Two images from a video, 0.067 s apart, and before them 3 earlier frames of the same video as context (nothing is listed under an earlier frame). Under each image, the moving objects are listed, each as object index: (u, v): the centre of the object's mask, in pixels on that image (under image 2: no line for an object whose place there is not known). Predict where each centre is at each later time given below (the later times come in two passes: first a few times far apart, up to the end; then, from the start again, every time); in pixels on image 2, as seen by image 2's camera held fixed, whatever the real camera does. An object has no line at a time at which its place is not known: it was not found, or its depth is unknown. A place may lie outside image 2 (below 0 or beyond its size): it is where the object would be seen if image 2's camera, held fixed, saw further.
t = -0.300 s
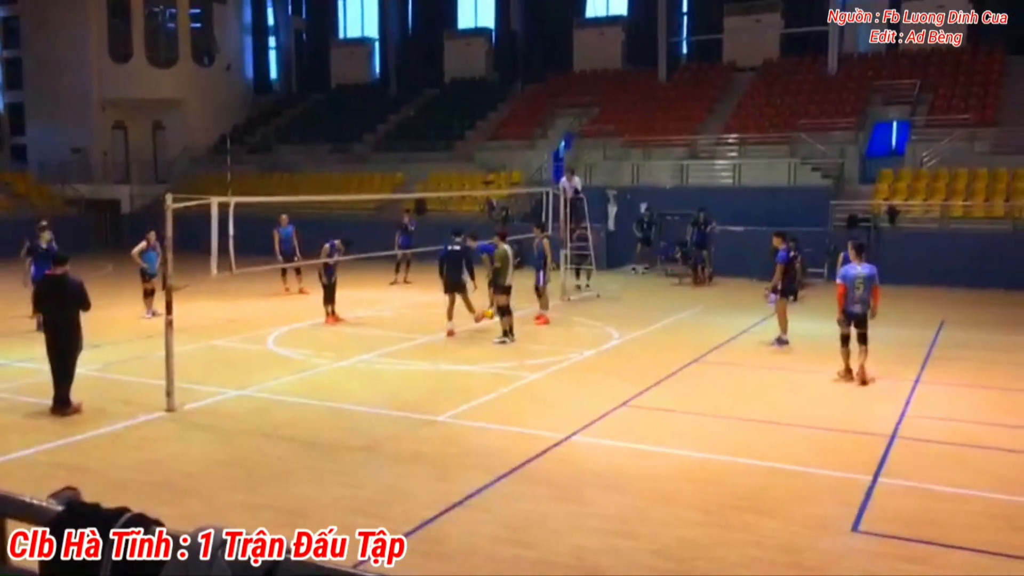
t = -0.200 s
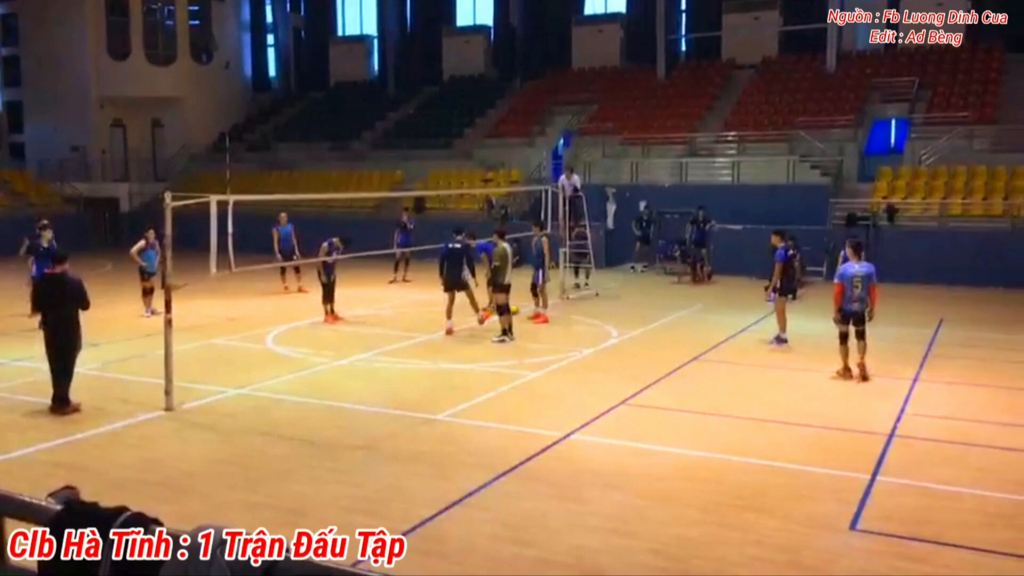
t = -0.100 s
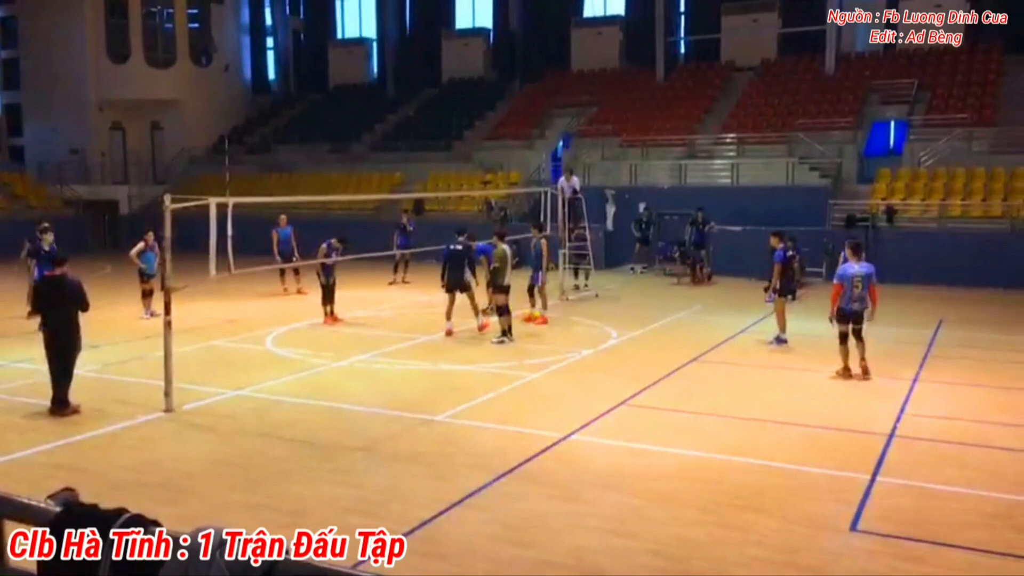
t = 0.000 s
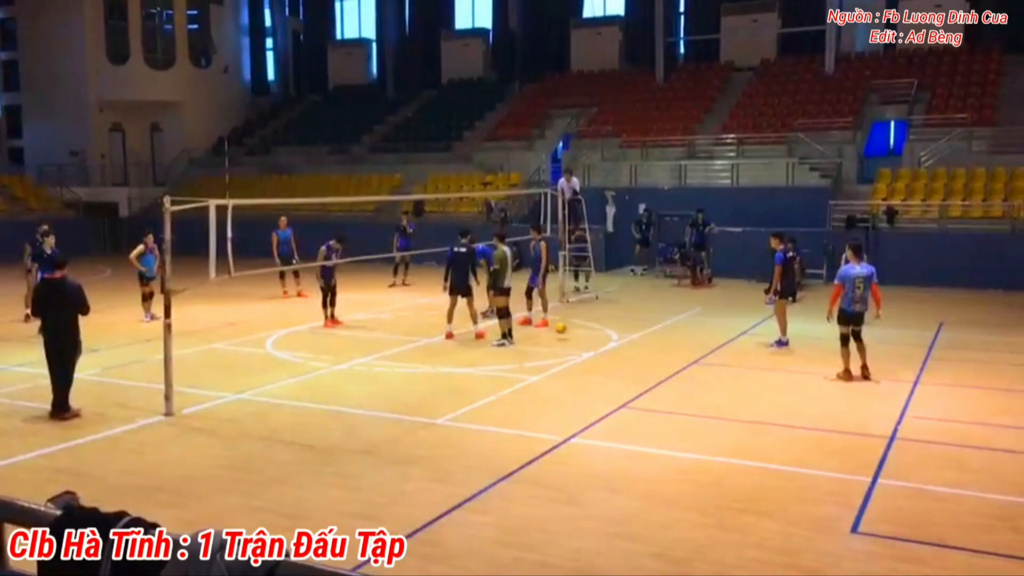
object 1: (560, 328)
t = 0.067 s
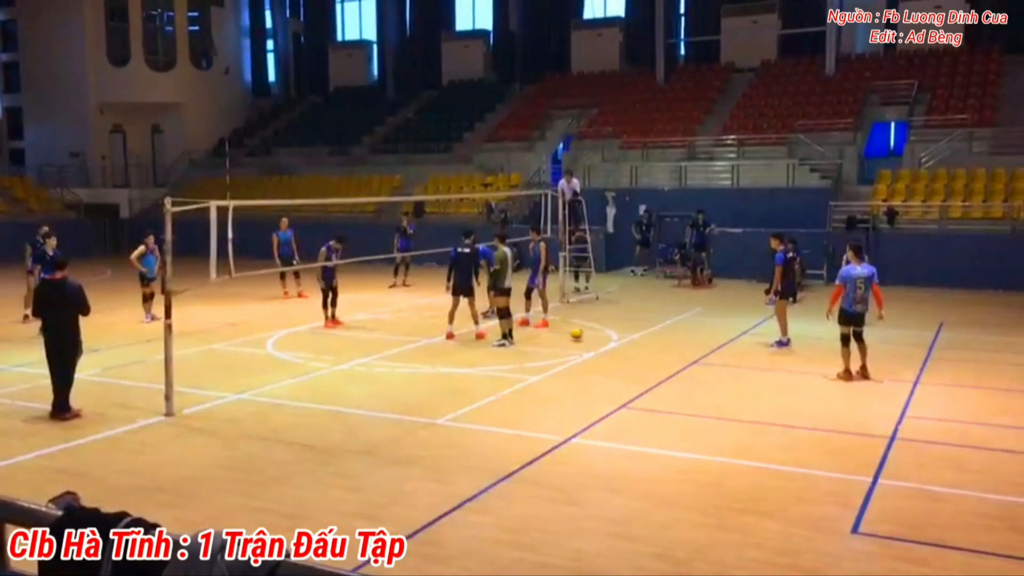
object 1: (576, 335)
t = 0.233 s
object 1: (608, 324)
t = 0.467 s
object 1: (656, 338)
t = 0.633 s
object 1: (690, 333)
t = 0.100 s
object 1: (583, 331)
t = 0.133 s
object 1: (589, 328)
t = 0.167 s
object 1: (596, 326)
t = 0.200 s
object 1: (602, 326)
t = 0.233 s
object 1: (608, 324)
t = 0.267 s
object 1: (616, 324)
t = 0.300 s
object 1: (622, 325)
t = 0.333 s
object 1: (628, 326)
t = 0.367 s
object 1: (636, 329)
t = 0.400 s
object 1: (642, 331)
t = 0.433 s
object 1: (650, 333)
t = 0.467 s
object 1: (656, 338)
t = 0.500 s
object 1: (663, 342)
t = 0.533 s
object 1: (669, 340)
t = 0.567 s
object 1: (675, 339)
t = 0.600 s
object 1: (683, 335)
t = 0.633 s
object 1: (690, 333)
